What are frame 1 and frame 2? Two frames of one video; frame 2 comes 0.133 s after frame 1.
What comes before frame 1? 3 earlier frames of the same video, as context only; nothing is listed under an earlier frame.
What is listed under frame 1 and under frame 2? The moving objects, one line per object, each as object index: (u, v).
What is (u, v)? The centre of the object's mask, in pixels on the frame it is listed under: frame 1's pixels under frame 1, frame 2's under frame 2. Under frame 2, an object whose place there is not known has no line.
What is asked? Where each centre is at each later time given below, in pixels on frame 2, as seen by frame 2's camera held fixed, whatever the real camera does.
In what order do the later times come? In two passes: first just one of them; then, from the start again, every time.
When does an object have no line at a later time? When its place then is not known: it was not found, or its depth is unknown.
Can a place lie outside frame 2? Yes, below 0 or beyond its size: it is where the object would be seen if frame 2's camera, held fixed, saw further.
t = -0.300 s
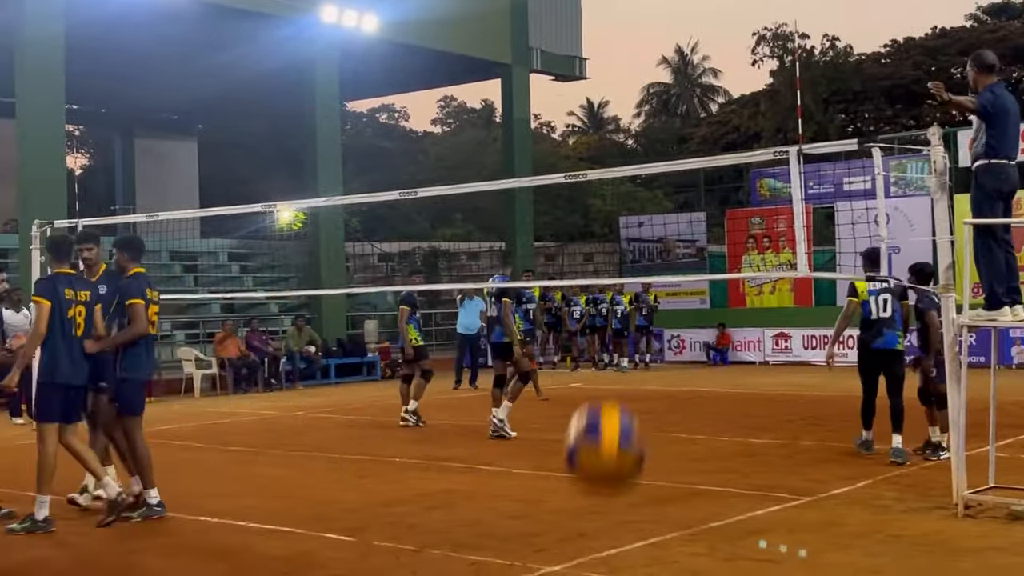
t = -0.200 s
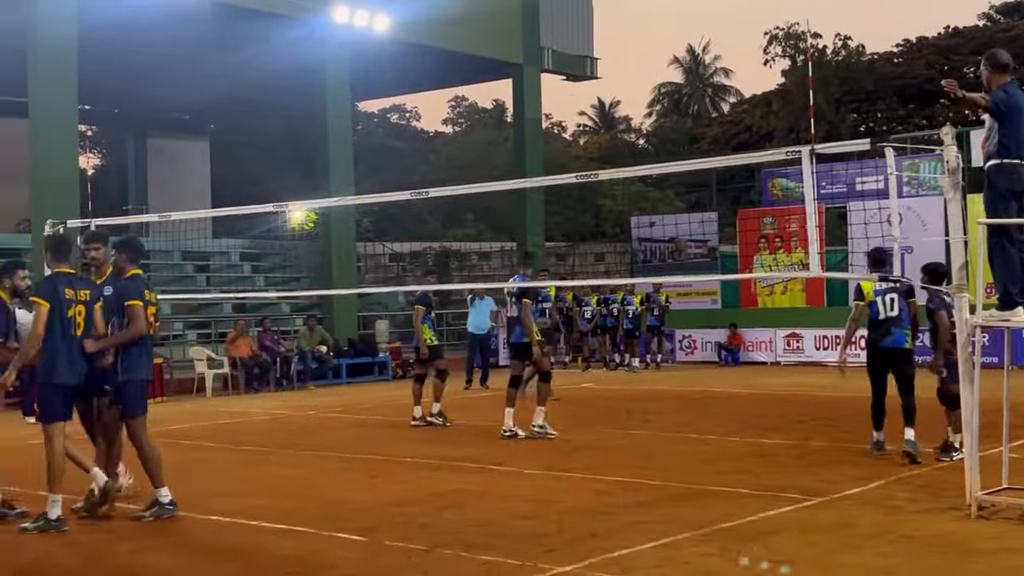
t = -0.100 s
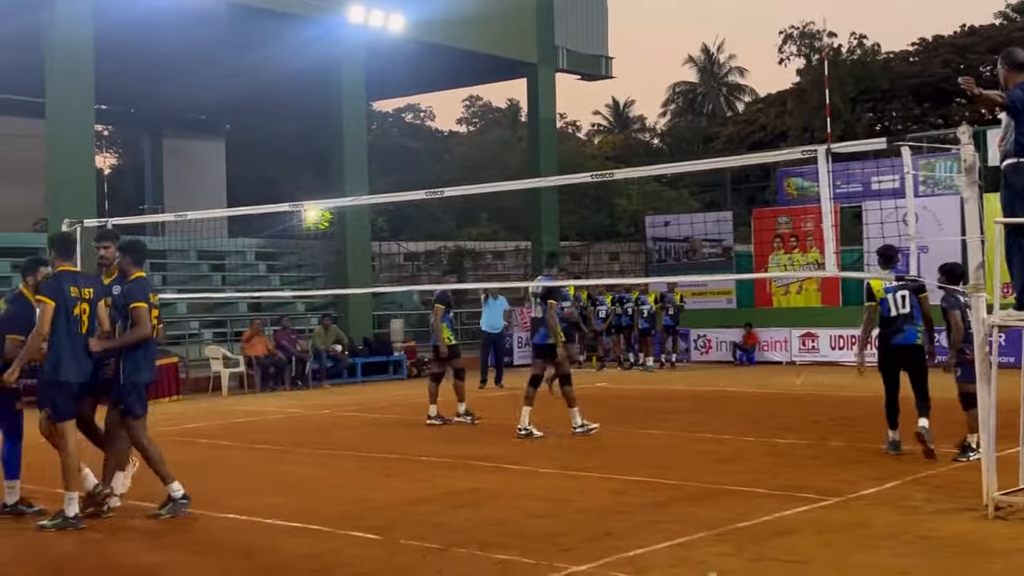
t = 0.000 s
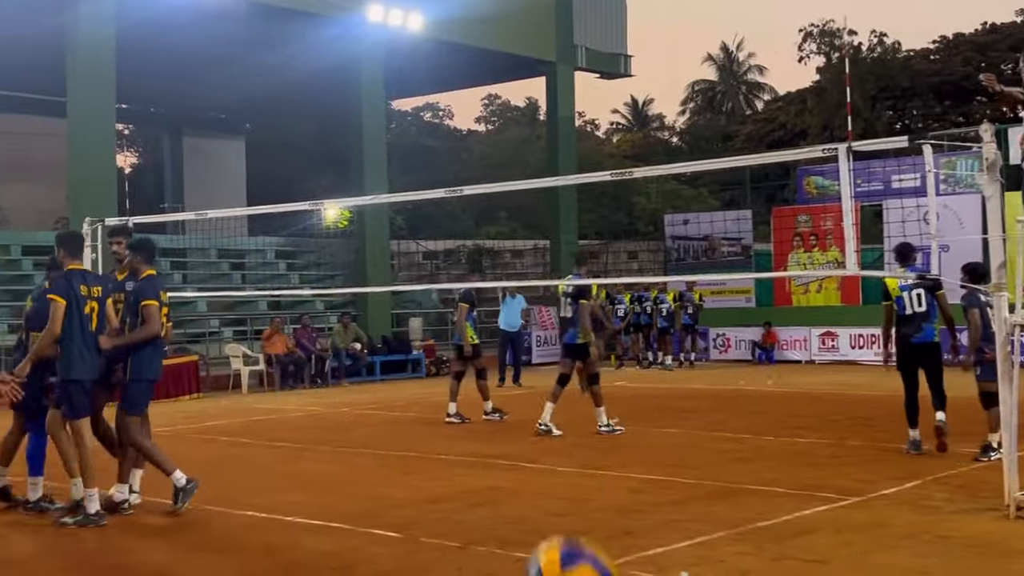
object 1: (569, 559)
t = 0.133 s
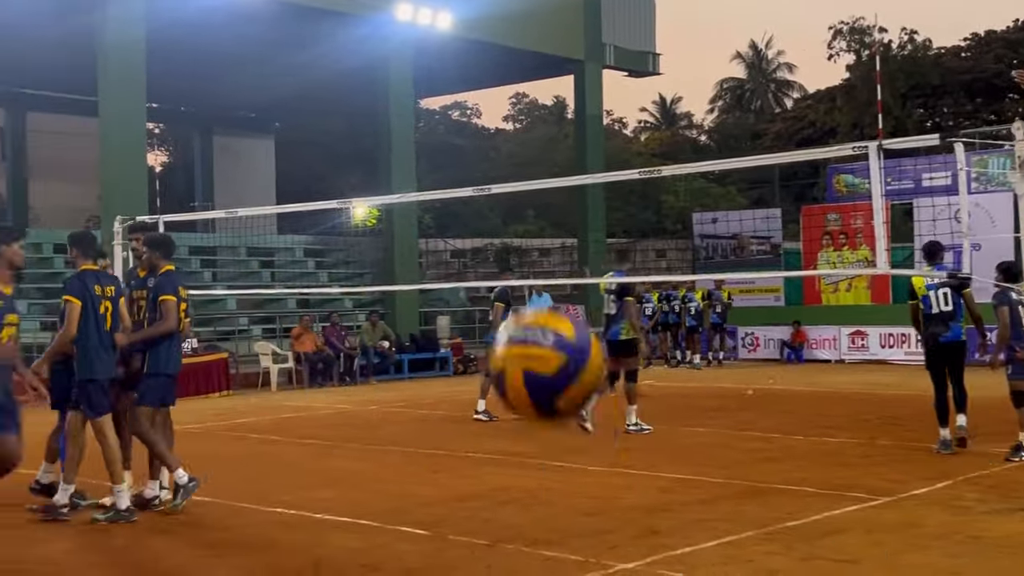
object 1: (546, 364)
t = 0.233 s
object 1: (498, 223)
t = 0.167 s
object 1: (530, 315)
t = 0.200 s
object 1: (513, 268)
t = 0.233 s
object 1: (498, 223)
